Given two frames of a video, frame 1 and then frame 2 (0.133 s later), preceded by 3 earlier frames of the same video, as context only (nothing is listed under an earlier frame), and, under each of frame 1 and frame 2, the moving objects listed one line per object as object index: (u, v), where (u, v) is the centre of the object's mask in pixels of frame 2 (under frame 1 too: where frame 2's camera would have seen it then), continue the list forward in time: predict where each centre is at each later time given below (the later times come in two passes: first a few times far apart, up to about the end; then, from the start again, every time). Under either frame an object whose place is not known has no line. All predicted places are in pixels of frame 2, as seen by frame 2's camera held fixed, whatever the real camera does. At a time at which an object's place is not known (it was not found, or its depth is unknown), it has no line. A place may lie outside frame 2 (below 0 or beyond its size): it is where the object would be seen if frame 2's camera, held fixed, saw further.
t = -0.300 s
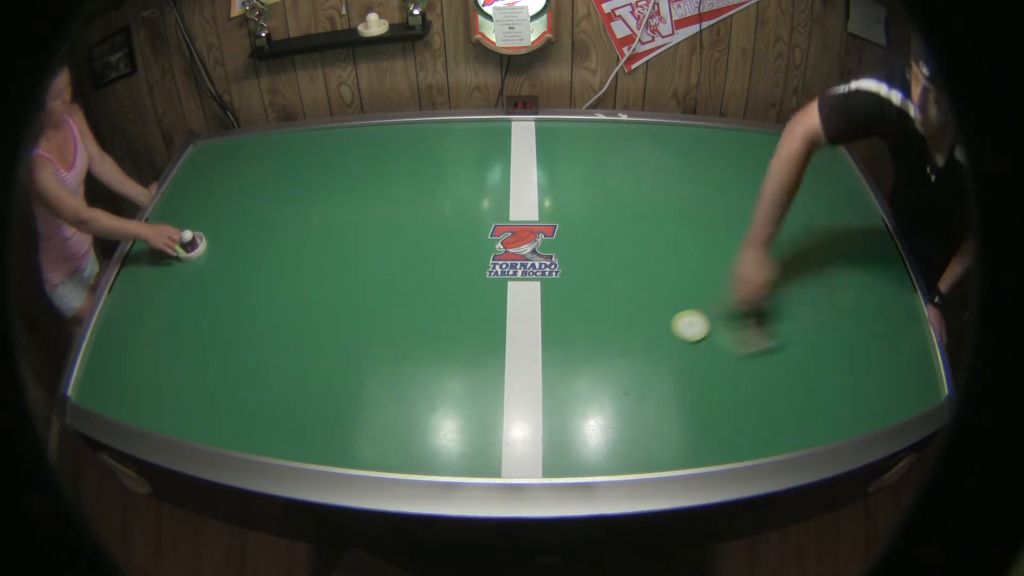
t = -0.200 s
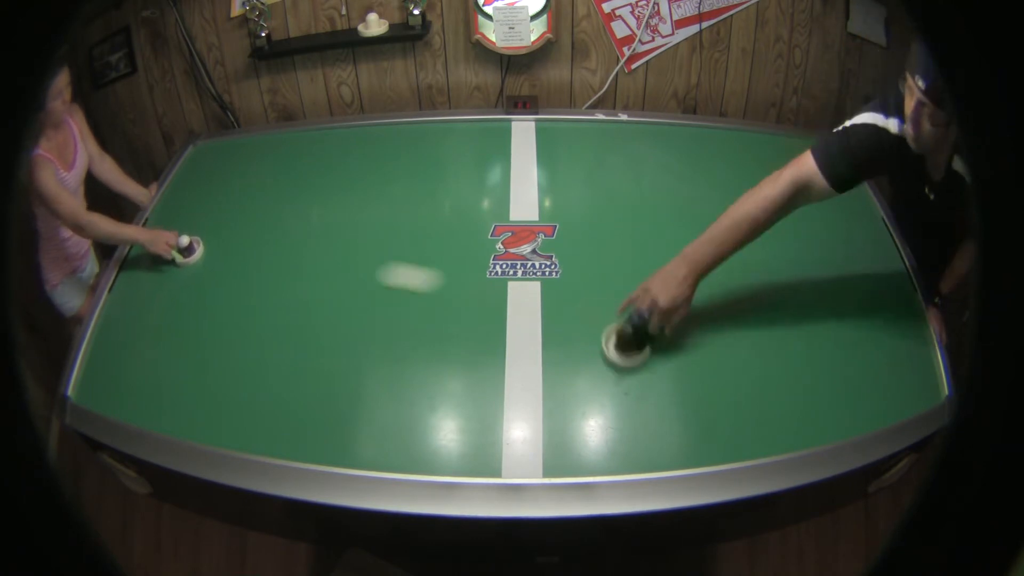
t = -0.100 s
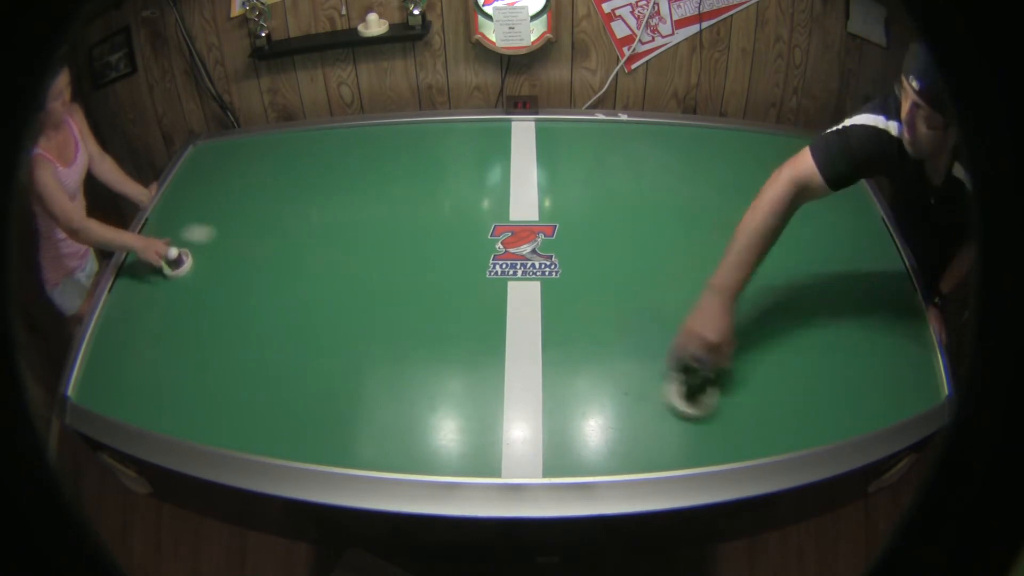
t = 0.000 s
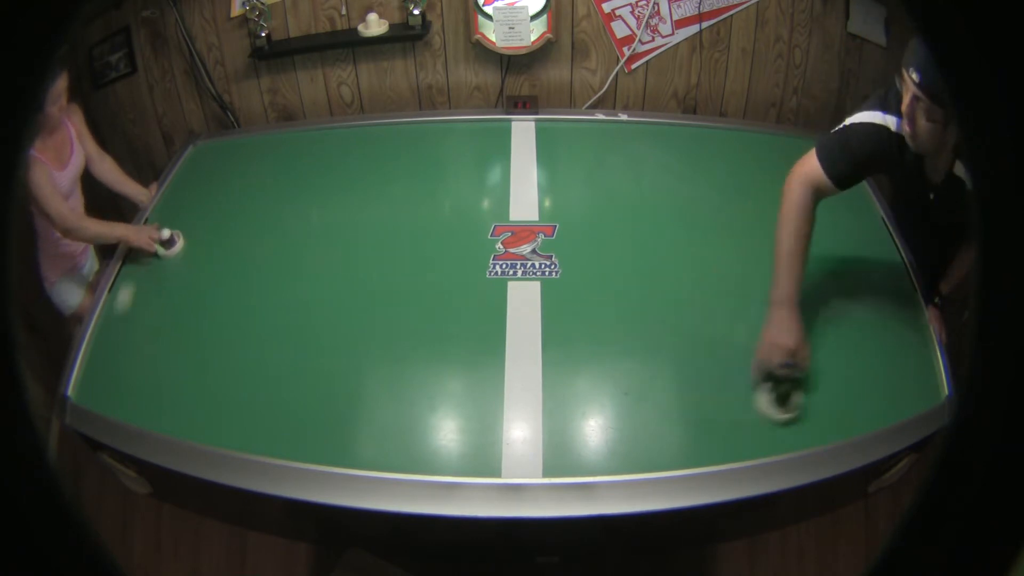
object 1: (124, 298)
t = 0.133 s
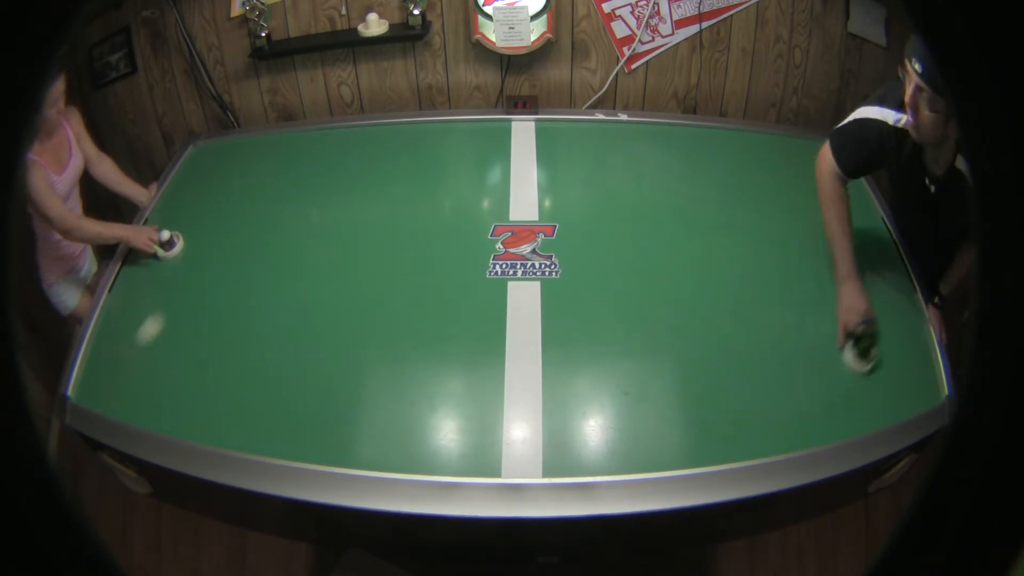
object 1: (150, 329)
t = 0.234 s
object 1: (240, 224)
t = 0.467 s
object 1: (335, 220)
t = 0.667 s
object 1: (369, 439)
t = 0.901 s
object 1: (463, 216)
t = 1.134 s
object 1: (500, 159)
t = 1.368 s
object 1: (498, 304)
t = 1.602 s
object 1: (500, 399)
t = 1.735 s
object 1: (505, 300)
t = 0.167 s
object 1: (180, 291)
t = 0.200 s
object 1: (210, 257)
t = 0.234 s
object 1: (240, 224)
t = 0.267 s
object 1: (270, 193)
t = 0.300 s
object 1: (297, 166)
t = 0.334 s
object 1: (322, 143)
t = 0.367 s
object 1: (331, 148)
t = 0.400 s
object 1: (332, 169)
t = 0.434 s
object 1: (333, 193)
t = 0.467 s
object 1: (335, 220)
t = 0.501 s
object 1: (337, 251)
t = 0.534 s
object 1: (340, 286)
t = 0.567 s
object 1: (344, 325)
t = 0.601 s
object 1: (350, 368)
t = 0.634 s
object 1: (357, 416)
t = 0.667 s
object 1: (369, 439)
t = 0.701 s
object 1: (384, 402)
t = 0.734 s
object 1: (400, 364)
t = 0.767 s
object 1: (415, 329)
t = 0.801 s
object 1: (428, 297)
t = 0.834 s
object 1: (441, 268)
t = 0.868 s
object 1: (453, 240)
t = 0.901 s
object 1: (463, 216)
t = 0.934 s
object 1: (473, 195)
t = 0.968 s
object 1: (481, 174)
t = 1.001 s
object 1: (489, 155)
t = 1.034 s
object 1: (496, 139)
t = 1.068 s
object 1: (501, 130)
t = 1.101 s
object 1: (500, 144)
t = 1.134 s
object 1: (500, 159)
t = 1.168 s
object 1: (500, 174)
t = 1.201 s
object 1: (500, 193)
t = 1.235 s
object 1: (499, 210)
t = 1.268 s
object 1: (500, 232)
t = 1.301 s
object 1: (499, 254)
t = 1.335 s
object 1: (499, 278)
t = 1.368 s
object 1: (498, 304)
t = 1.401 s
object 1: (498, 331)
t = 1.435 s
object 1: (498, 360)
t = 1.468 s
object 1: (497, 392)
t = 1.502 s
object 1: (497, 426)
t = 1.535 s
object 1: (497, 456)
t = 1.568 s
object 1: (499, 429)
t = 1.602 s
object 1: (500, 399)
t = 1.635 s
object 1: (501, 372)
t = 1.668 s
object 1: (503, 346)
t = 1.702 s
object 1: (505, 322)
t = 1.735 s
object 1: (505, 300)
